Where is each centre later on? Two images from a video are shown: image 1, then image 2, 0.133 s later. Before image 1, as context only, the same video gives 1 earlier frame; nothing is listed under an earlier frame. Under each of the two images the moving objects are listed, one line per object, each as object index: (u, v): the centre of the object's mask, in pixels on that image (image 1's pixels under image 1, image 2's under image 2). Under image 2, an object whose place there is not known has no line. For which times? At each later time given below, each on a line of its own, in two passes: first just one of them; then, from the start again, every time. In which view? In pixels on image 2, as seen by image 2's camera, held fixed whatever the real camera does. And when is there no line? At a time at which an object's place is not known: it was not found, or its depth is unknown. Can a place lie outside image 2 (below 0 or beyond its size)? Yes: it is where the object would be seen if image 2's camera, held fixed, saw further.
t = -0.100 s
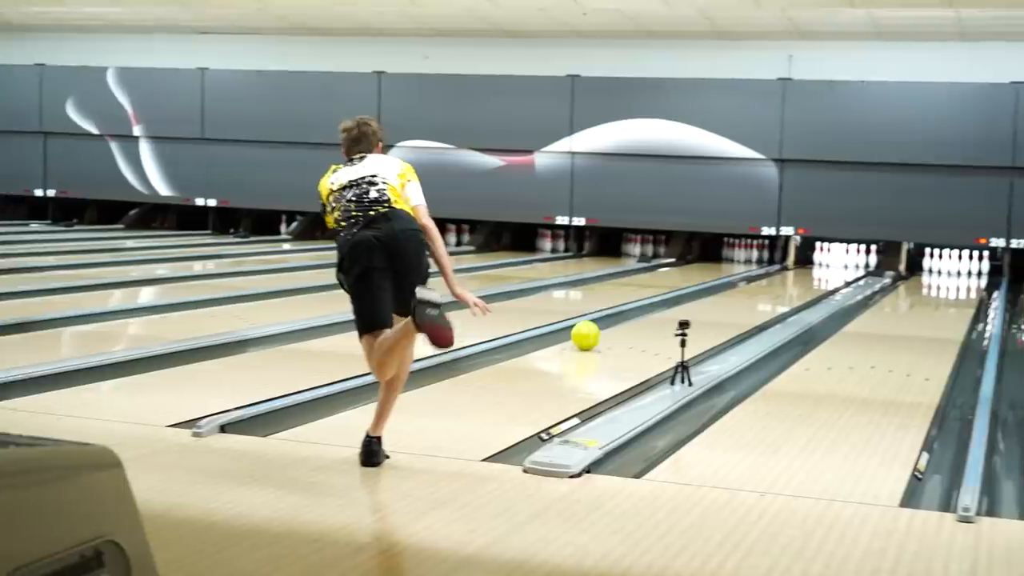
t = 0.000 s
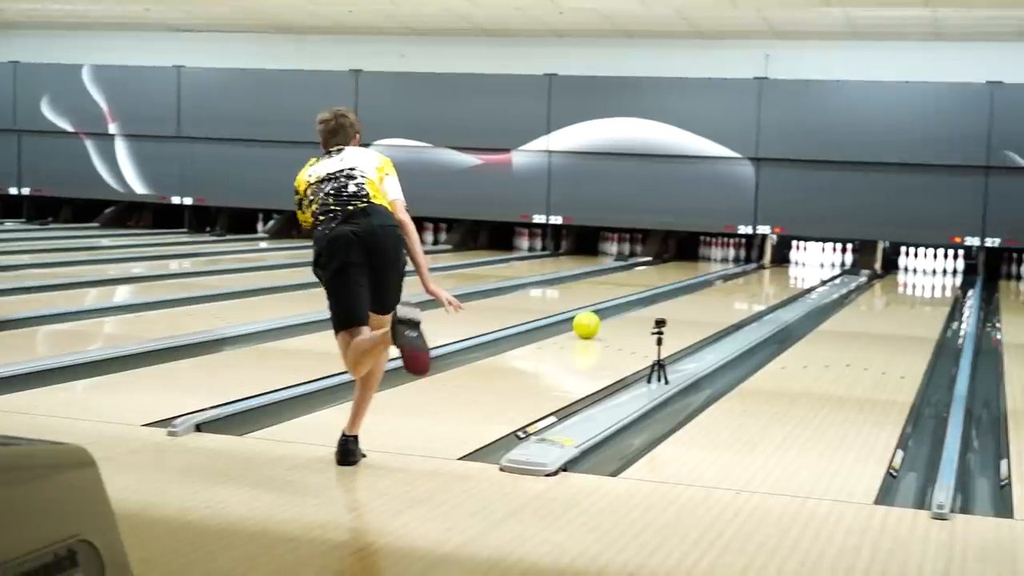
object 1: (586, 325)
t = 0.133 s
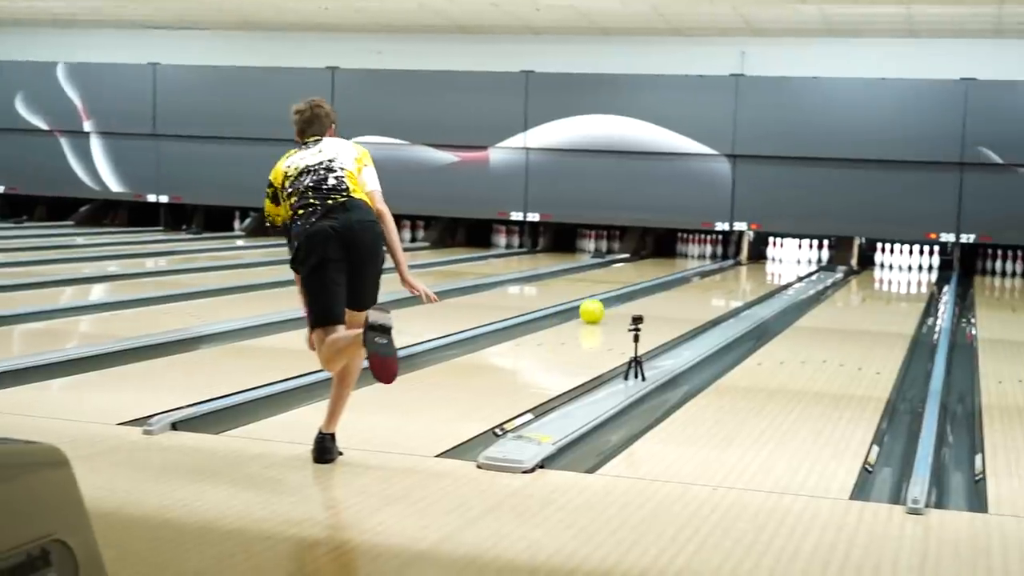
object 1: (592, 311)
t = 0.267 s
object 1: (615, 303)
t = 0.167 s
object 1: (598, 309)
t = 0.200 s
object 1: (603, 307)
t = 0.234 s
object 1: (609, 305)
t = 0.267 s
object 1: (615, 303)
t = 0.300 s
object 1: (620, 301)
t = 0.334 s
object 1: (625, 299)
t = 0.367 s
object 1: (630, 297)
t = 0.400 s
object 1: (635, 295)
